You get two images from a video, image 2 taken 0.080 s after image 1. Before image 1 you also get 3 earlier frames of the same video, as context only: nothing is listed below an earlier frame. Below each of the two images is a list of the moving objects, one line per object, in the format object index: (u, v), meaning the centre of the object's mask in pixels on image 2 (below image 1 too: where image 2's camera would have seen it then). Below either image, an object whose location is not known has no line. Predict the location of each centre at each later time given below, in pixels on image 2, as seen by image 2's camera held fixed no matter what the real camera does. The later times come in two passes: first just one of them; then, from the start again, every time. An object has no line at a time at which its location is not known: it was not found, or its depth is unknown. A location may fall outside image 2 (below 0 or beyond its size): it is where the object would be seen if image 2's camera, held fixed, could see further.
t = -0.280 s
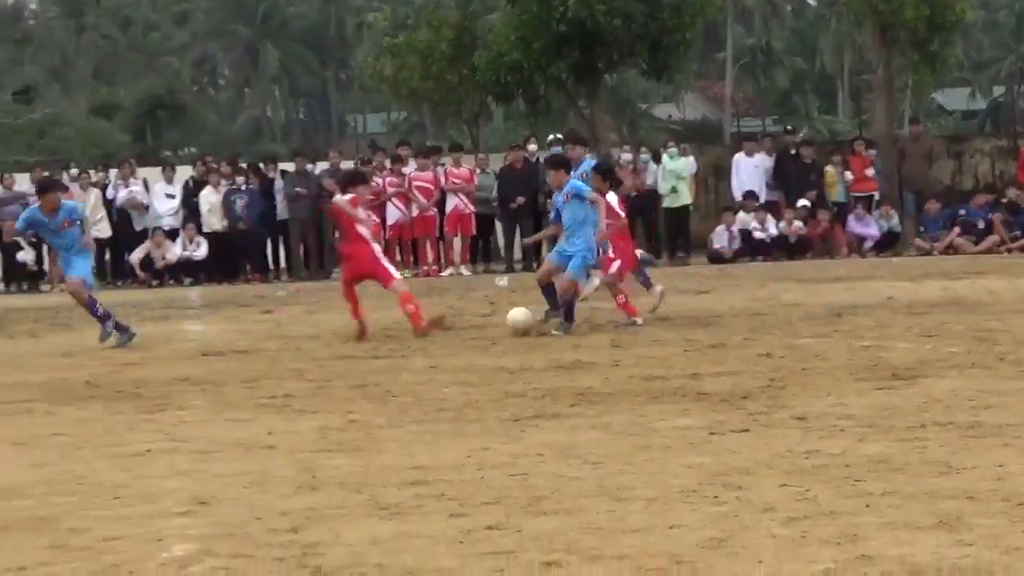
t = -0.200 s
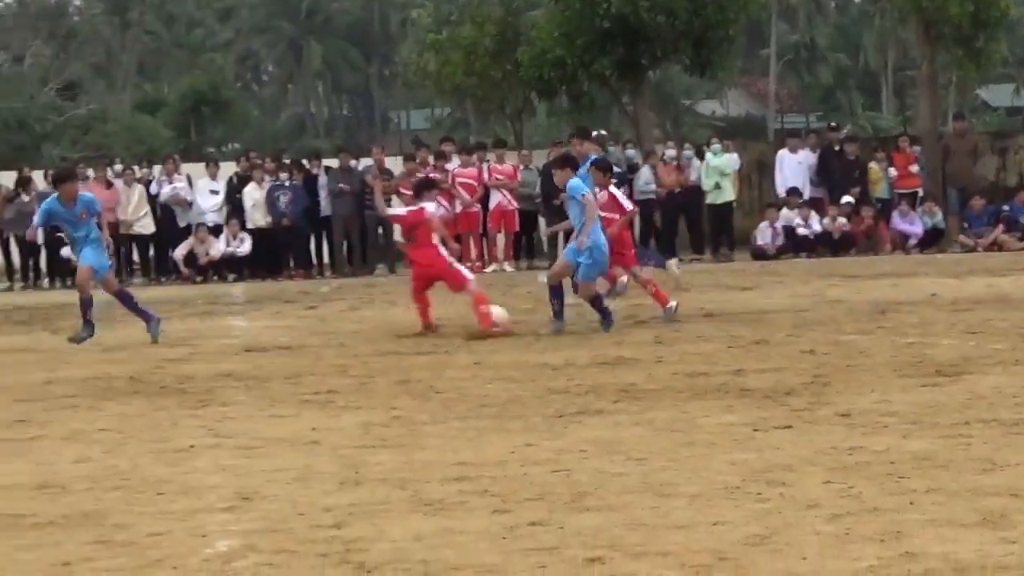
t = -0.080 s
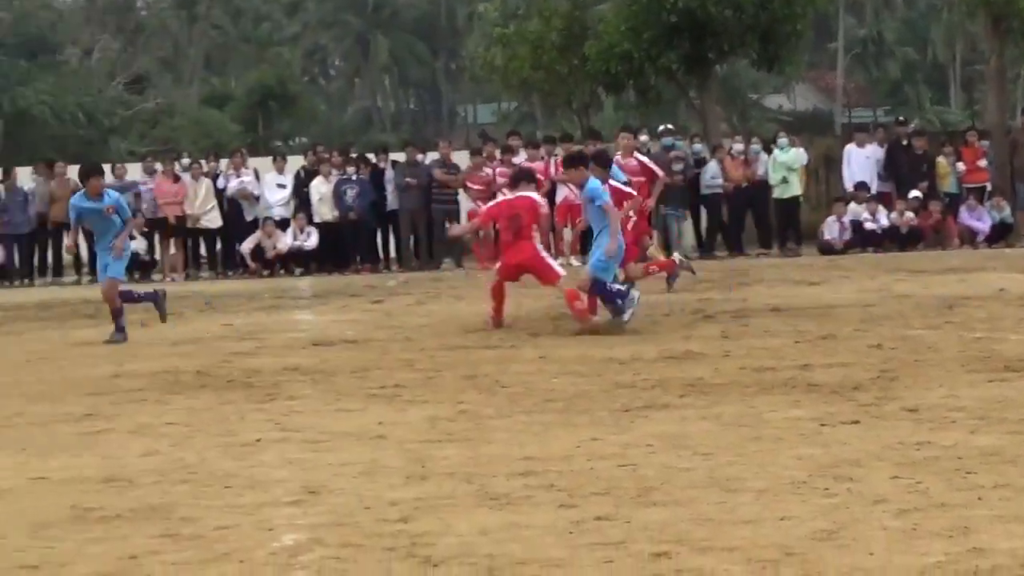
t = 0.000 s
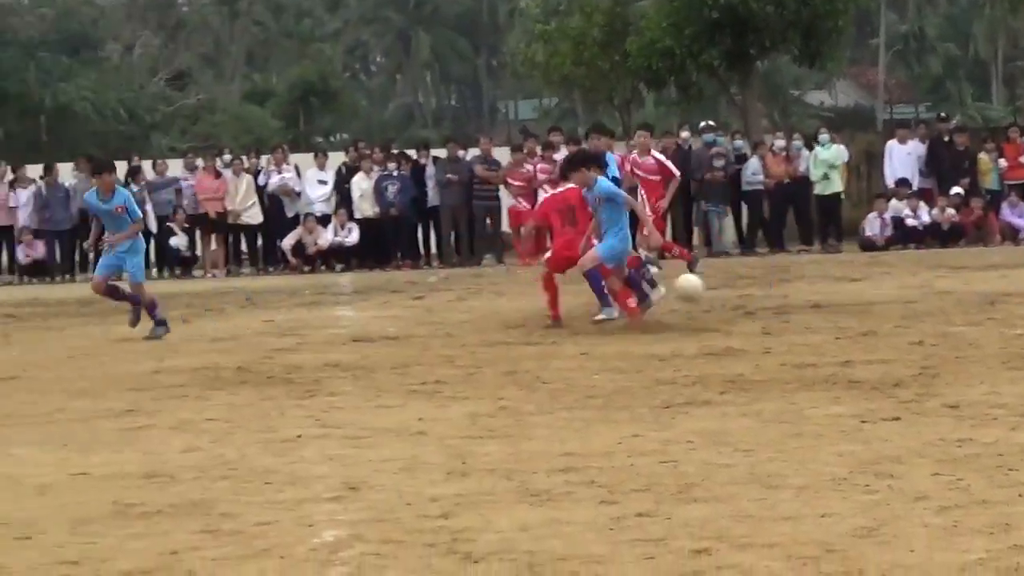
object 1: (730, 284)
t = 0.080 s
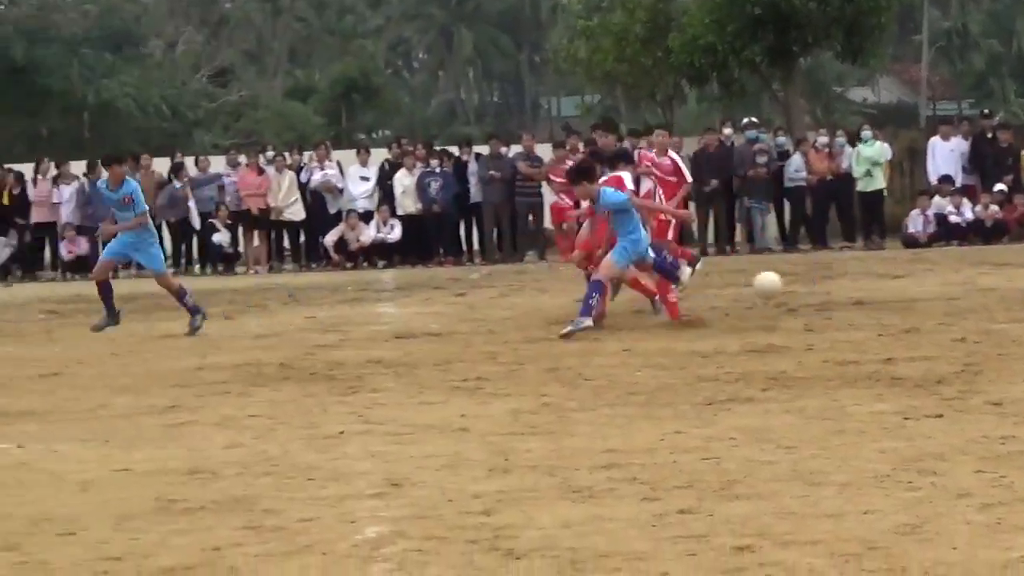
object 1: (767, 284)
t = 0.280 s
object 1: (856, 298)
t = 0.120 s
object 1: (785, 289)
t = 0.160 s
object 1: (803, 293)
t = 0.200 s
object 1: (823, 303)
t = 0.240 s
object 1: (840, 302)
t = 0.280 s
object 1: (856, 298)
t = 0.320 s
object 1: (873, 297)
